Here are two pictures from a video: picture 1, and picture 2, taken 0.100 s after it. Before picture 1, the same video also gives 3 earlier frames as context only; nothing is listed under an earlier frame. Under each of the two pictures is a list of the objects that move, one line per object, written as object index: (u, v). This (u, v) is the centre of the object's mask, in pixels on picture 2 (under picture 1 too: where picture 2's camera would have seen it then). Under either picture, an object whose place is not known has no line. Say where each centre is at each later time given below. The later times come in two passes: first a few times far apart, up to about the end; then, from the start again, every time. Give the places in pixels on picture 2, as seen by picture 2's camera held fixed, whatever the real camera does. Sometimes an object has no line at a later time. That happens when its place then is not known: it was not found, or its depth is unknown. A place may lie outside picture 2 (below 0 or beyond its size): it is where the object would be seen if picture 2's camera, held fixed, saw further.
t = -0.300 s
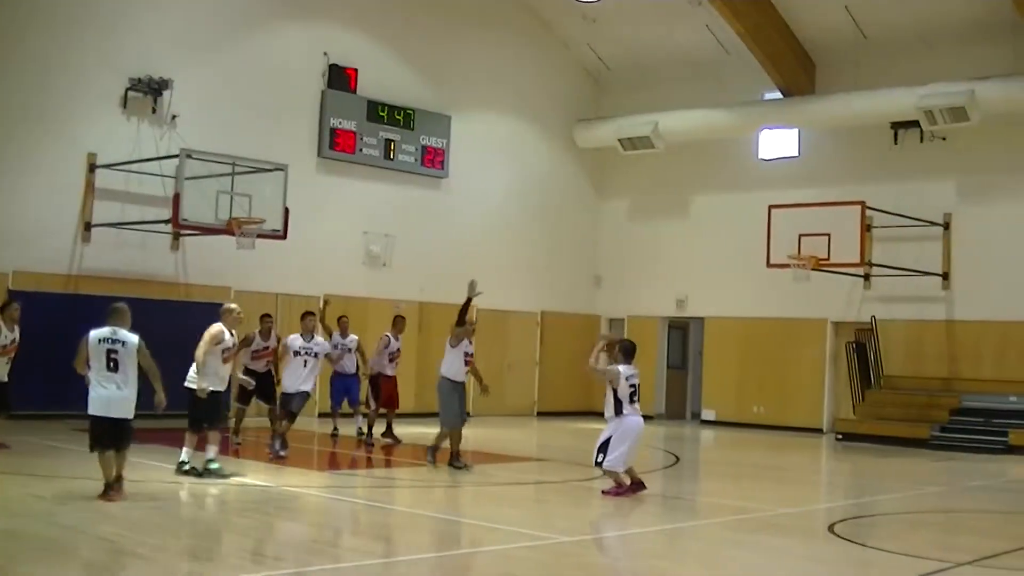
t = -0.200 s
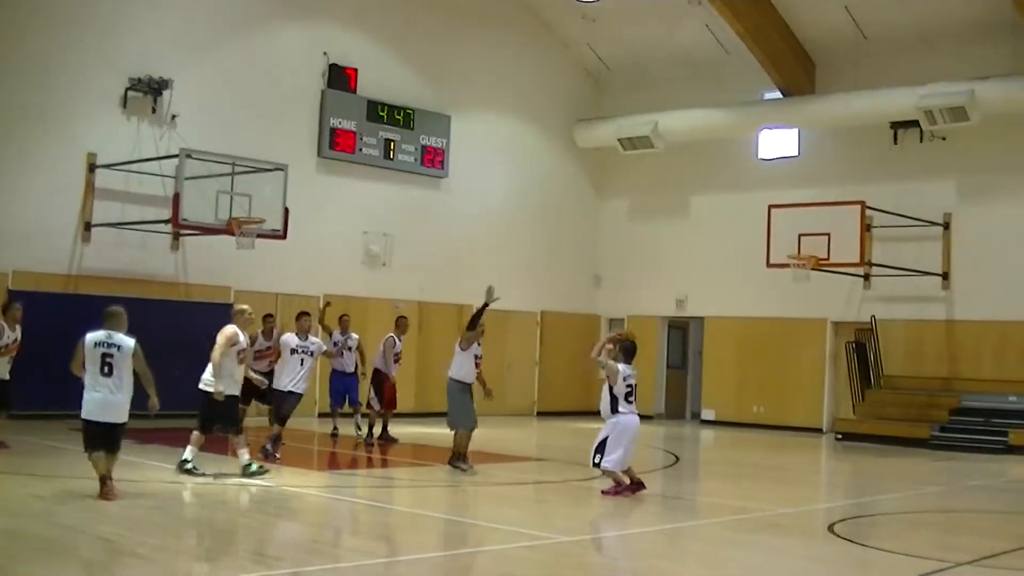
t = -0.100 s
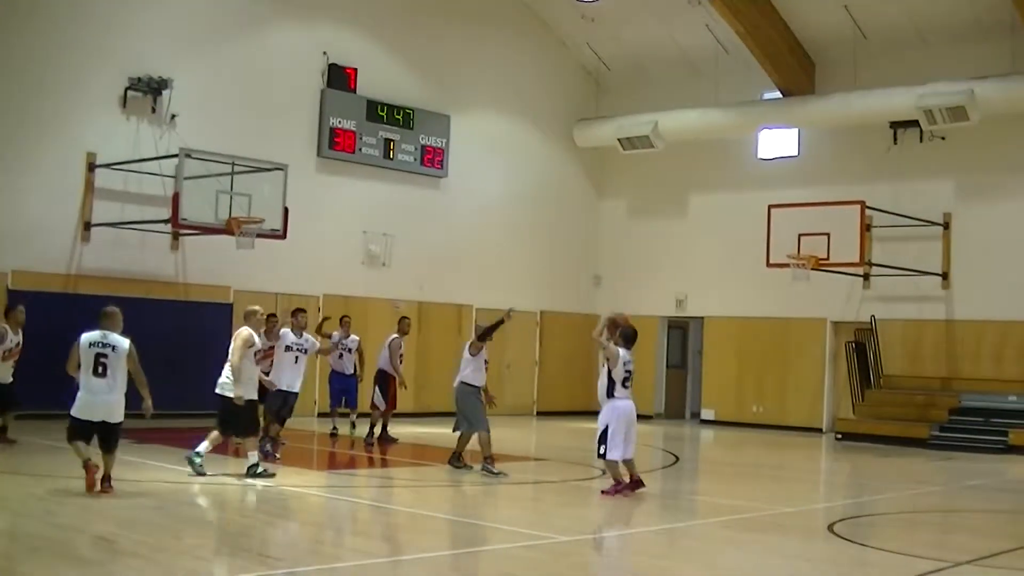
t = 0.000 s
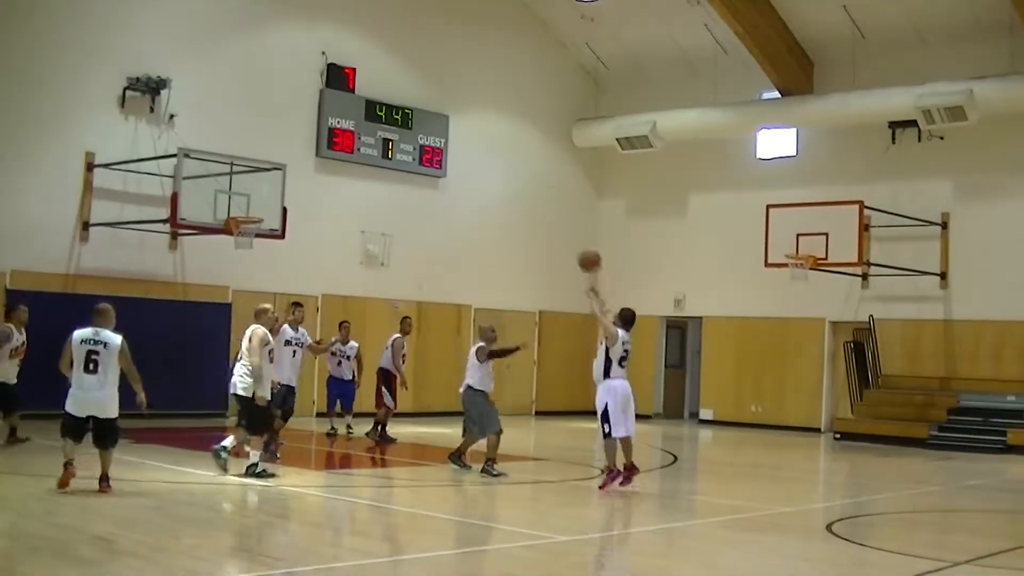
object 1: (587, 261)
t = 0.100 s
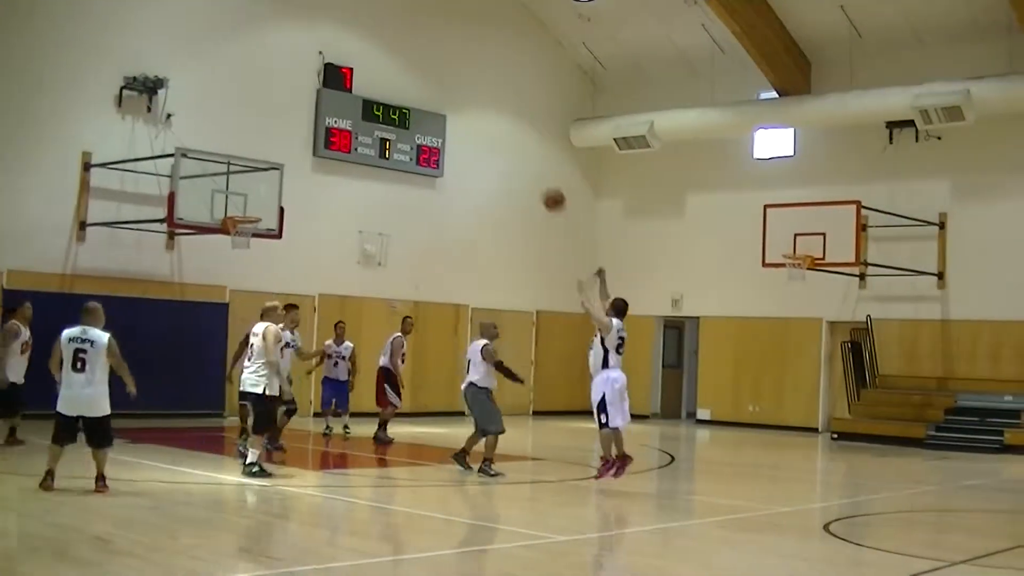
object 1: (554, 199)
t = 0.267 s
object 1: (502, 127)
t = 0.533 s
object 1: (430, 75)
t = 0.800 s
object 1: (366, 82)
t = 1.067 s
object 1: (307, 139)
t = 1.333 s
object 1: (276, 205)
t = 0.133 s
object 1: (543, 182)
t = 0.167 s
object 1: (532, 166)
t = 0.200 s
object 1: (522, 152)
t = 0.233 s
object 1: (512, 139)
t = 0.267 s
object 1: (502, 127)
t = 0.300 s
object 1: (492, 117)
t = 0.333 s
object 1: (482, 108)
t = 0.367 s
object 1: (474, 100)
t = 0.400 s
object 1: (465, 93)
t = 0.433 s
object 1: (456, 87)
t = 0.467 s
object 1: (447, 82)
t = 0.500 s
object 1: (439, 78)
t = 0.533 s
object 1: (430, 75)
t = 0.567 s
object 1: (422, 72)
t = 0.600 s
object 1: (413, 71)
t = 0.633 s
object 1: (405, 71)
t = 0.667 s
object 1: (397, 71)
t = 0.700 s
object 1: (389, 73)
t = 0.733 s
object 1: (381, 75)
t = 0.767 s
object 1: (374, 78)
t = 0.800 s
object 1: (366, 82)
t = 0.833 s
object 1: (360, 87)
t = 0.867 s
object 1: (352, 92)
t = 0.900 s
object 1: (343, 98)
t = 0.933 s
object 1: (336, 105)
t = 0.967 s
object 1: (329, 113)
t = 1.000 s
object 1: (323, 121)
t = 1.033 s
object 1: (314, 130)
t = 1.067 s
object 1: (307, 139)
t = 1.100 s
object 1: (301, 148)
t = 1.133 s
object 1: (294, 159)
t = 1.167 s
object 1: (287, 170)
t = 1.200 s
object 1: (281, 182)
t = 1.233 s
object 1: (273, 194)
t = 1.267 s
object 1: (267, 208)
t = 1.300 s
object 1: (268, 211)
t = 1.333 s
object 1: (276, 205)
